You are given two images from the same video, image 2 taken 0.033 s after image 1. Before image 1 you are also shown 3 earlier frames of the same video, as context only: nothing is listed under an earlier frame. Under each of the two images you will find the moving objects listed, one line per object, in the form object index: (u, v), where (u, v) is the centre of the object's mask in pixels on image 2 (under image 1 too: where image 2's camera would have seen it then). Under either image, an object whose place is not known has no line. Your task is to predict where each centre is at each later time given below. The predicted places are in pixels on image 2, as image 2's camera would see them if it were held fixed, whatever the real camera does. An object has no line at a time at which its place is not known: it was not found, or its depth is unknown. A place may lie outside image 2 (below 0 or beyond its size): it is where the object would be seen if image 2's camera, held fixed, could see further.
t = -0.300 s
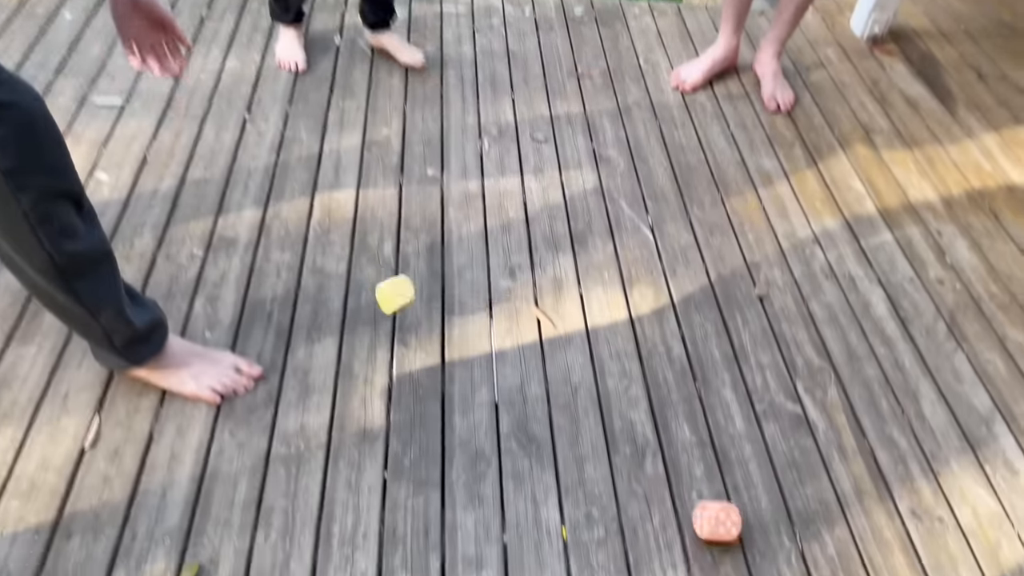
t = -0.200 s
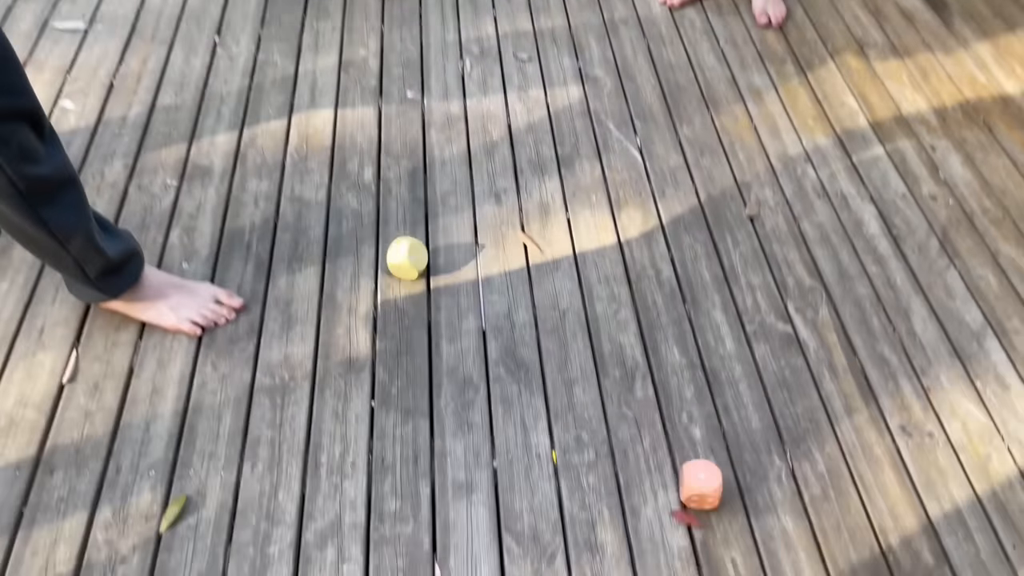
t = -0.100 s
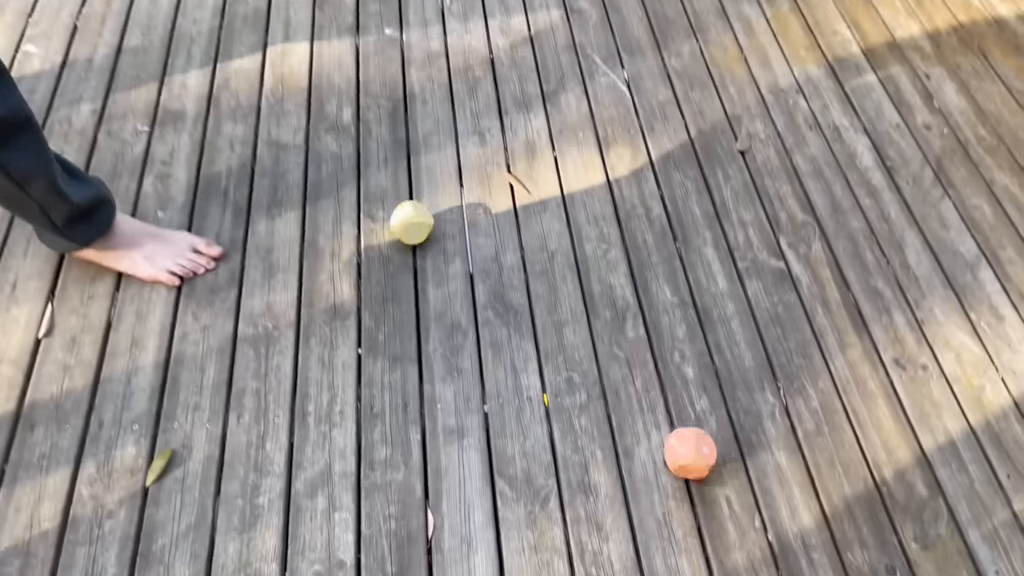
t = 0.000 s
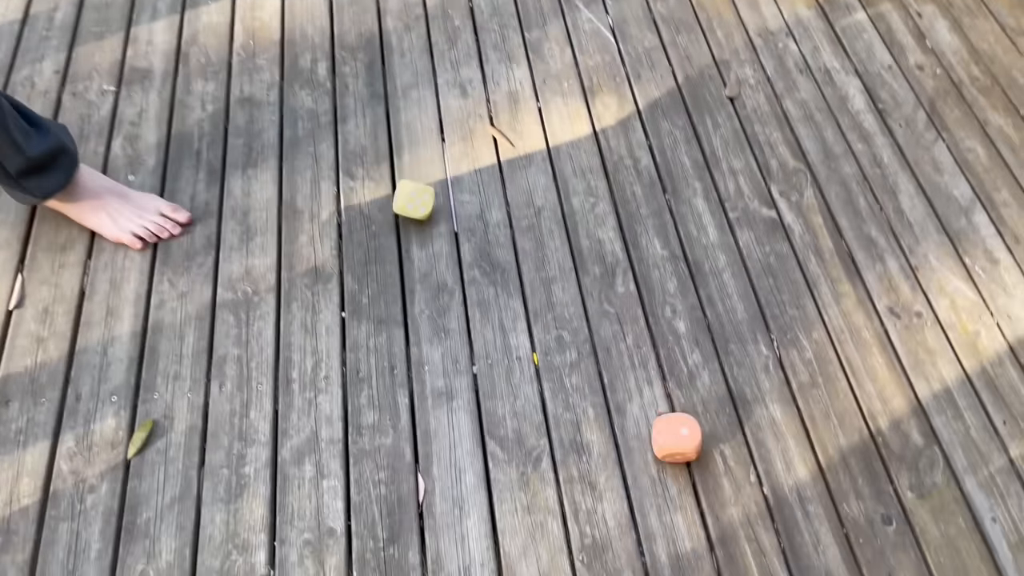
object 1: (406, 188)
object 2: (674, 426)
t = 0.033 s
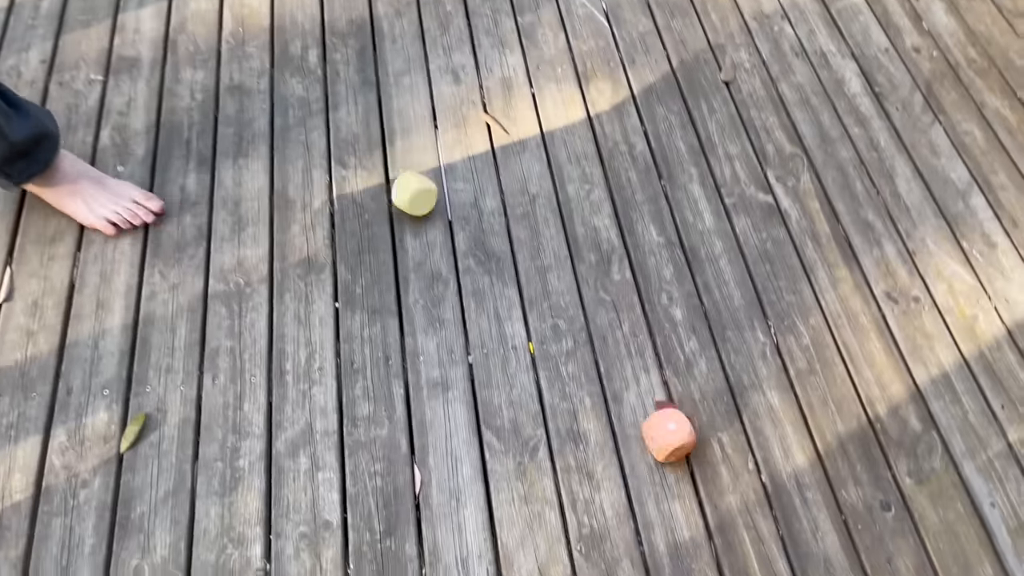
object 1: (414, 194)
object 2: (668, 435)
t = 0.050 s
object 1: (418, 196)
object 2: (666, 439)
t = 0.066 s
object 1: (422, 199)
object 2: (664, 443)
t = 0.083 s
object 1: (425, 202)
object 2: (661, 448)
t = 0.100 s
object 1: (429, 205)
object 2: (659, 452)
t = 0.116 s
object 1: (434, 209)
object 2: (657, 454)
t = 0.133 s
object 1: (437, 211)
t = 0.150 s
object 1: (441, 214)
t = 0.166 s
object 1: (445, 218)
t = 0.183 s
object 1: (447, 221)
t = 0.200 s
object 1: (449, 224)
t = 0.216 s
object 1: (450, 227)
